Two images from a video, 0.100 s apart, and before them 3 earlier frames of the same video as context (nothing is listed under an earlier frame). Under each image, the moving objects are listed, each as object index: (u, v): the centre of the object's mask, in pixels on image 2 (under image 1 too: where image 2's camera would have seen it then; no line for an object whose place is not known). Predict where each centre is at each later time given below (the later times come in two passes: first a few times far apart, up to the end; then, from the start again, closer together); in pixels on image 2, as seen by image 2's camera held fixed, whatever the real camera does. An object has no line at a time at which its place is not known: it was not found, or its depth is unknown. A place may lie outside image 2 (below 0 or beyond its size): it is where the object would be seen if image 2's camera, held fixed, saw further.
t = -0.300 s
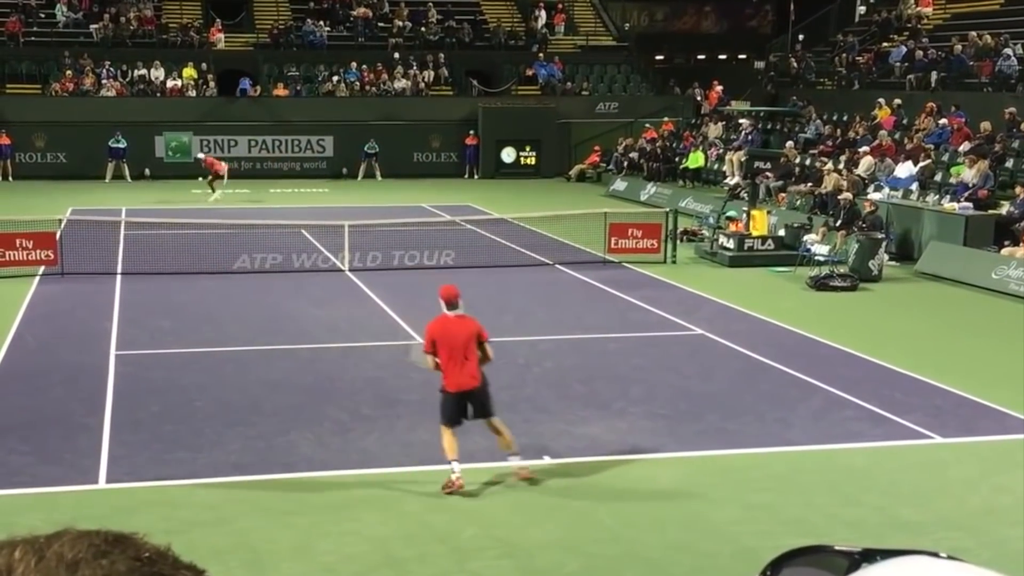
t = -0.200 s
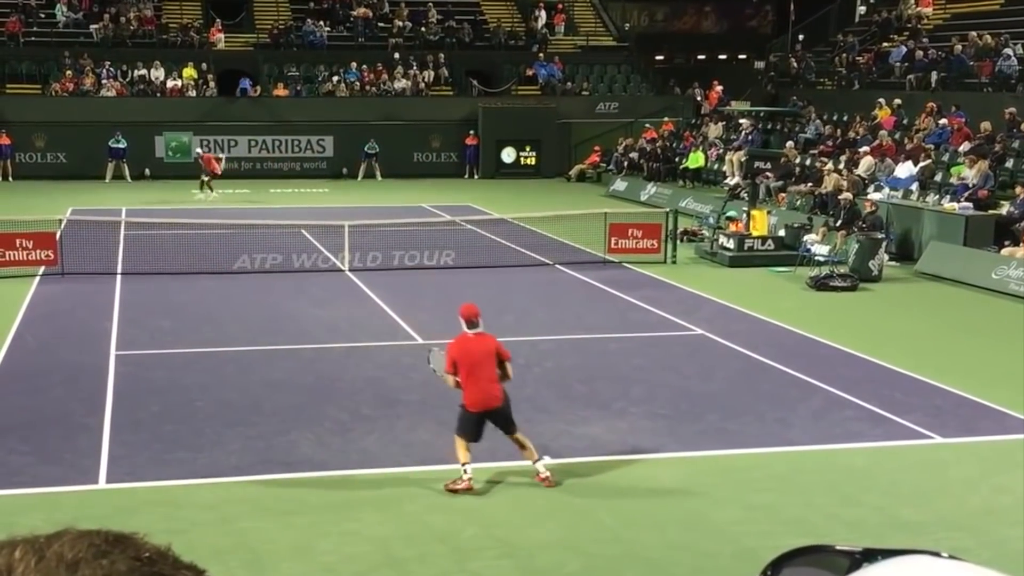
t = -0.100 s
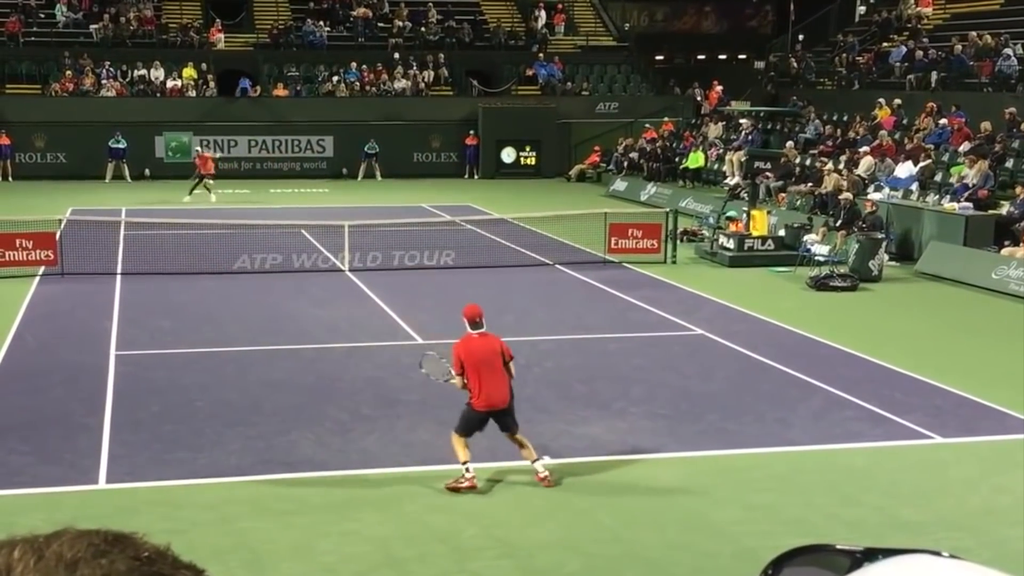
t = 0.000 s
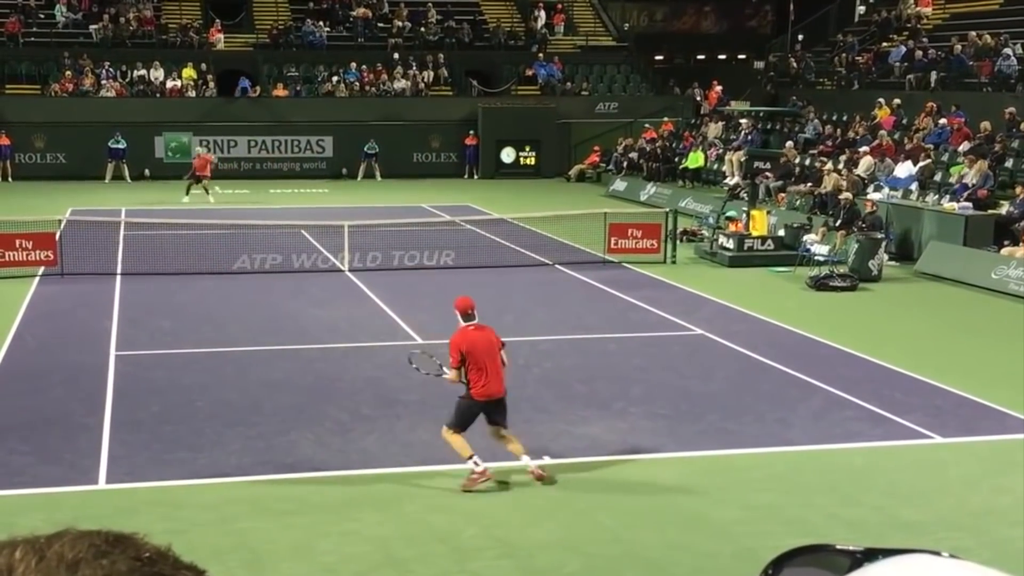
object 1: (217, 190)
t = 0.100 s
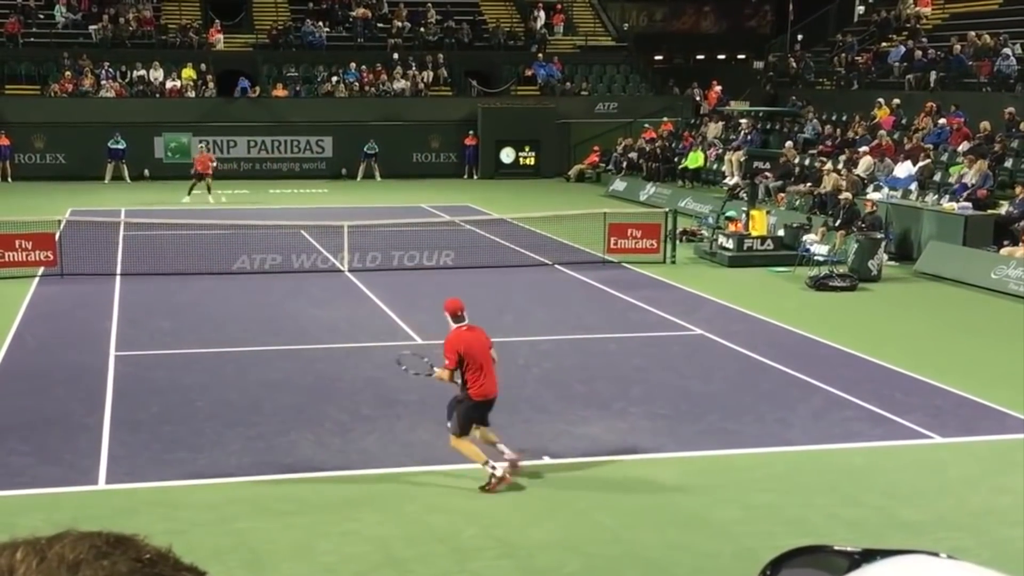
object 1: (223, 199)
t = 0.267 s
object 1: (236, 229)
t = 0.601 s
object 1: (270, 348)
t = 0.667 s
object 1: (275, 345)
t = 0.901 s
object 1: (294, 354)
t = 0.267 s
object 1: (236, 229)
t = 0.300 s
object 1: (239, 237)
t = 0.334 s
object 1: (243, 245)
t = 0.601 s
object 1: (270, 348)
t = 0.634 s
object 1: (273, 347)
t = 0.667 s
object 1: (275, 345)
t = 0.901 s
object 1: (294, 354)
